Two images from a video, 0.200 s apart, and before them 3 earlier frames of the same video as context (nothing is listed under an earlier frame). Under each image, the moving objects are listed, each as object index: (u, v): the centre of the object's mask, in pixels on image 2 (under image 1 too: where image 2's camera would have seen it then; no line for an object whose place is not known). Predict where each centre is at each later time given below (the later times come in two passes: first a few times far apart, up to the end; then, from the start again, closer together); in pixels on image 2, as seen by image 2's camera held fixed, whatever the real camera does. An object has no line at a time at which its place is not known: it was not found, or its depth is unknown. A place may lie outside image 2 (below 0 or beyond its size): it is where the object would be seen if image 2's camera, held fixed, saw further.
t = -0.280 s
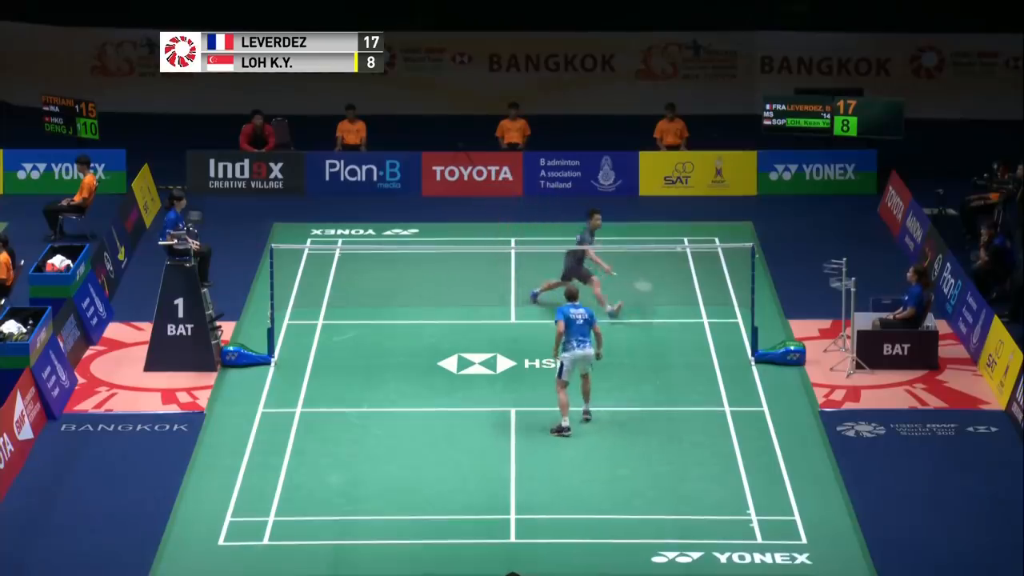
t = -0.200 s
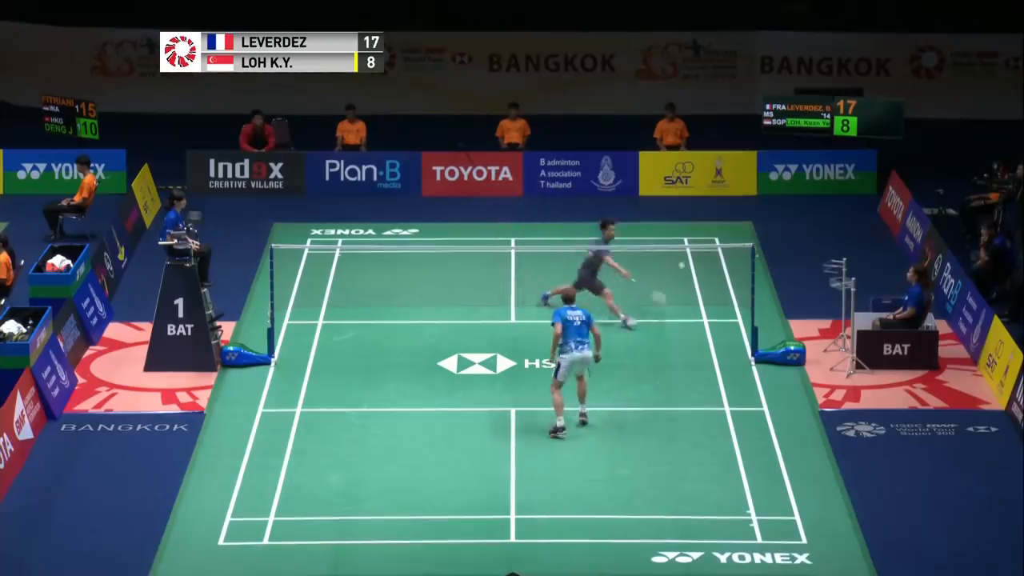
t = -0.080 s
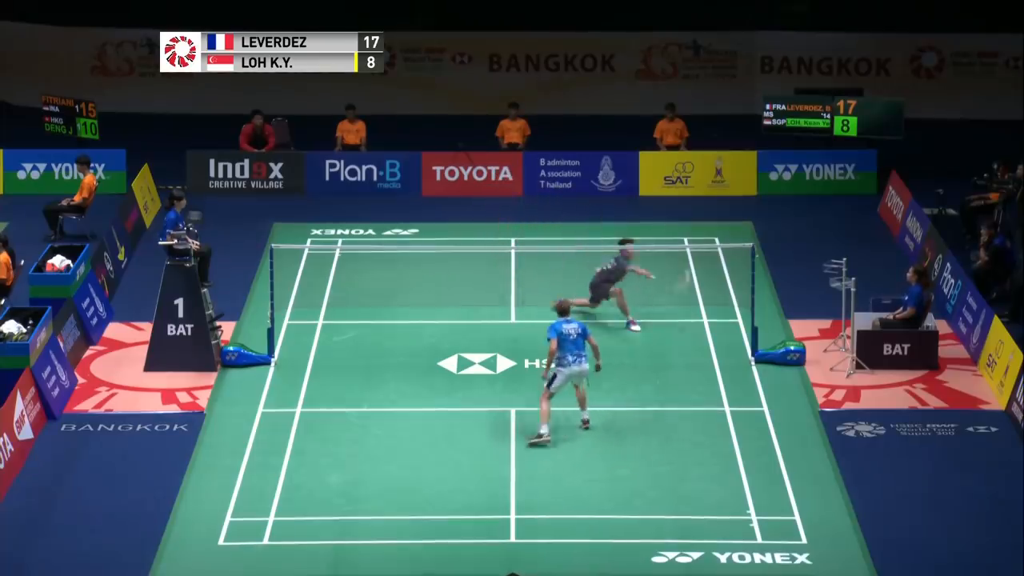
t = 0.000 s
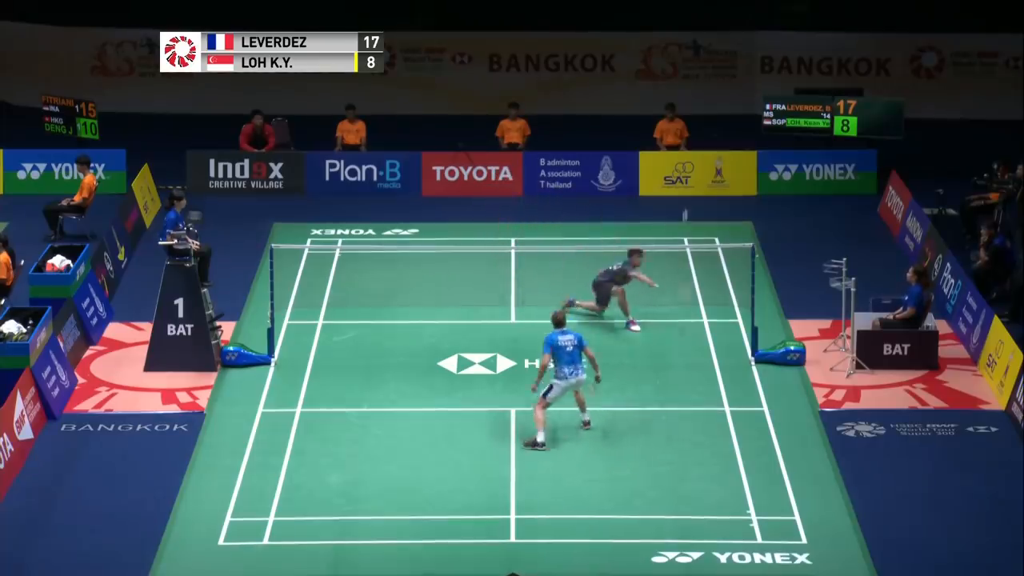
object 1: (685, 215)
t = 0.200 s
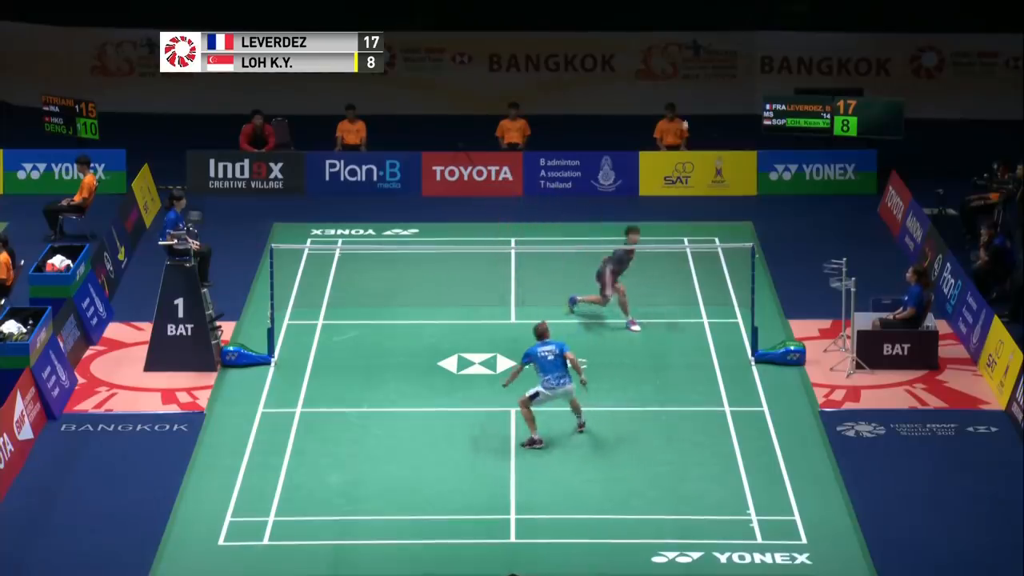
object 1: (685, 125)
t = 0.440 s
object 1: (680, 81)
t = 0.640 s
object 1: (674, 83)
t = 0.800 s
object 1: (667, 110)
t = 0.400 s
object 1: (682, 85)
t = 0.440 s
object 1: (680, 81)
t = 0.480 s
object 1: (680, 79)
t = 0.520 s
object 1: (678, 78)
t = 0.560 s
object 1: (677, 79)
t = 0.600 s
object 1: (676, 80)
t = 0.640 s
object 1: (674, 83)
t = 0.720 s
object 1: (671, 94)
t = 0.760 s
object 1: (669, 101)
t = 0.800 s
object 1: (667, 110)
